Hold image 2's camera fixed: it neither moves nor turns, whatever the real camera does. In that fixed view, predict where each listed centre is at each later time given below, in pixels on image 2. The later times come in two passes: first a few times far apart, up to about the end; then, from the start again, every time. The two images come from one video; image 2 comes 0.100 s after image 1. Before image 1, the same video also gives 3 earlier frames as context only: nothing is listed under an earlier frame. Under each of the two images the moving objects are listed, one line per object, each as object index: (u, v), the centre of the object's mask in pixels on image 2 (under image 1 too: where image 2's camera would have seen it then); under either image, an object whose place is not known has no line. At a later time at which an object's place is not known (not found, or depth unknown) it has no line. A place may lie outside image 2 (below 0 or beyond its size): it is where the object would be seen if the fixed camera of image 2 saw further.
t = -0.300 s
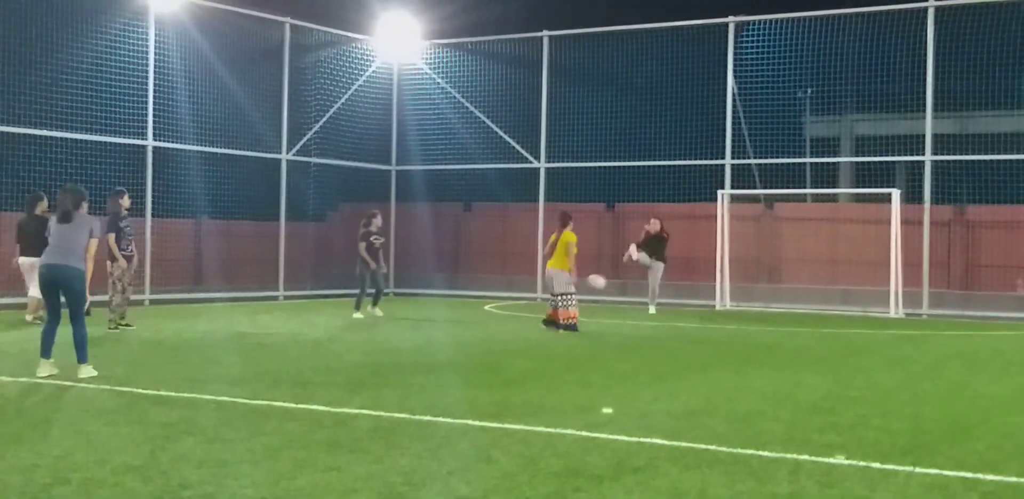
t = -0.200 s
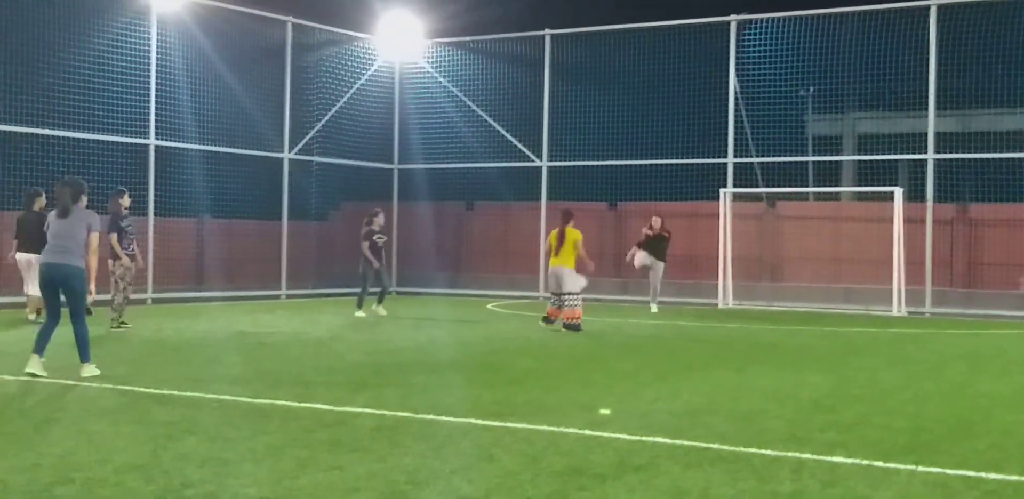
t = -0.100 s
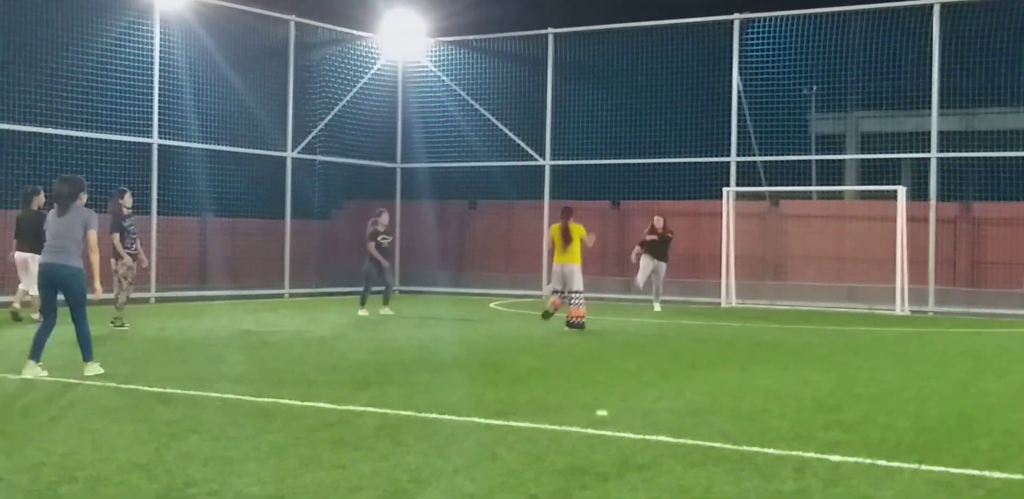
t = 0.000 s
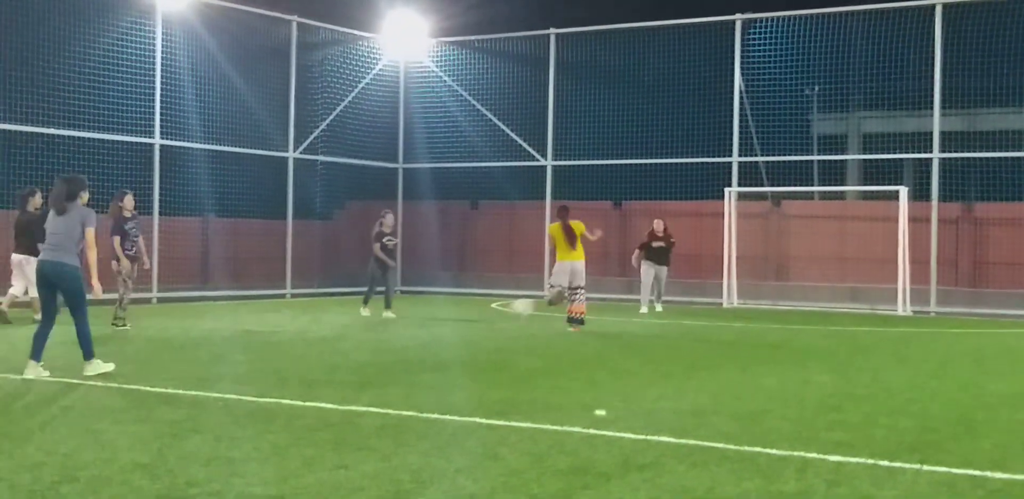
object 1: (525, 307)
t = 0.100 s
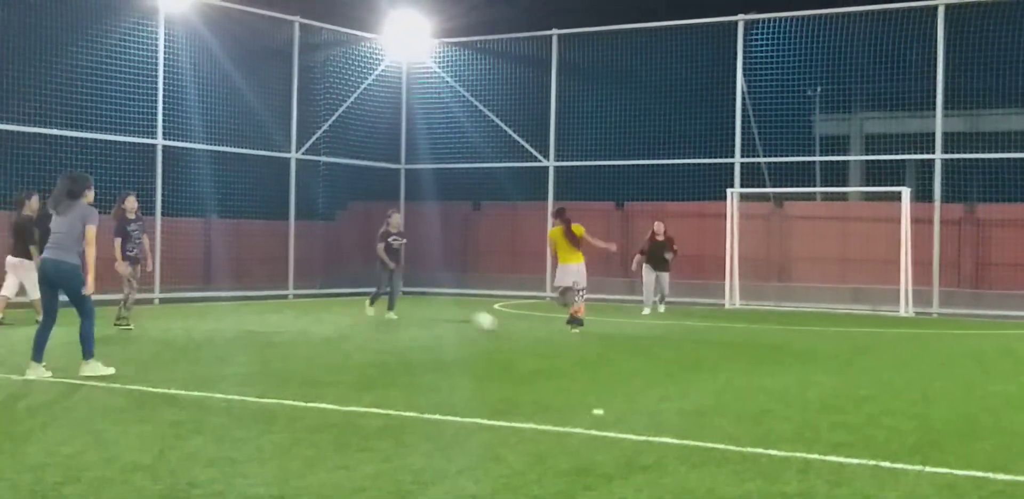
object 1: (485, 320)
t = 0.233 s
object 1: (438, 305)
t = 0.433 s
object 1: (363, 313)
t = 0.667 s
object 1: (262, 327)
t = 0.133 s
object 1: (472, 314)
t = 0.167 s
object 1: (461, 310)
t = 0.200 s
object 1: (451, 307)
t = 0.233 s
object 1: (438, 305)
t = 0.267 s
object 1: (427, 304)
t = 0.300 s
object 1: (416, 303)
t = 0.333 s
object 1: (402, 304)
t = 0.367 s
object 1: (388, 306)
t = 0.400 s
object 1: (377, 309)
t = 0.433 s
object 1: (363, 313)
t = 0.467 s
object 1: (350, 319)
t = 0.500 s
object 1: (337, 326)
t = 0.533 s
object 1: (320, 335)
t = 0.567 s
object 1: (306, 337)
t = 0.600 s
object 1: (292, 333)
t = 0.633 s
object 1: (278, 328)
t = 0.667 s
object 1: (262, 327)
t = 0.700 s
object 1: (247, 326)
